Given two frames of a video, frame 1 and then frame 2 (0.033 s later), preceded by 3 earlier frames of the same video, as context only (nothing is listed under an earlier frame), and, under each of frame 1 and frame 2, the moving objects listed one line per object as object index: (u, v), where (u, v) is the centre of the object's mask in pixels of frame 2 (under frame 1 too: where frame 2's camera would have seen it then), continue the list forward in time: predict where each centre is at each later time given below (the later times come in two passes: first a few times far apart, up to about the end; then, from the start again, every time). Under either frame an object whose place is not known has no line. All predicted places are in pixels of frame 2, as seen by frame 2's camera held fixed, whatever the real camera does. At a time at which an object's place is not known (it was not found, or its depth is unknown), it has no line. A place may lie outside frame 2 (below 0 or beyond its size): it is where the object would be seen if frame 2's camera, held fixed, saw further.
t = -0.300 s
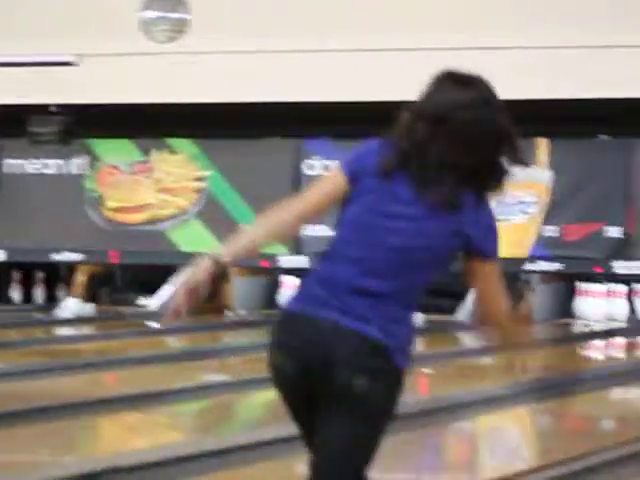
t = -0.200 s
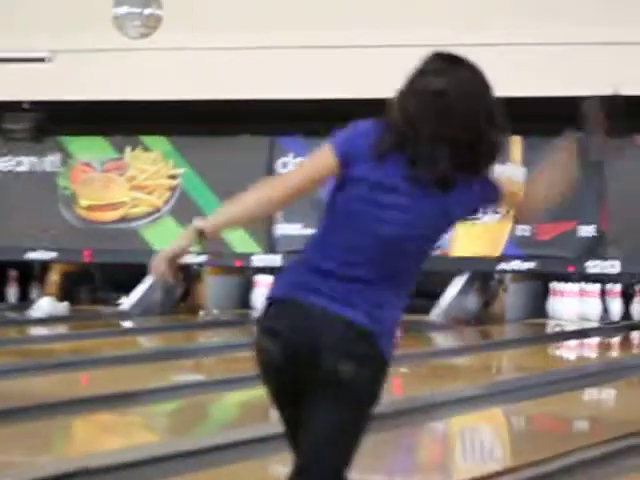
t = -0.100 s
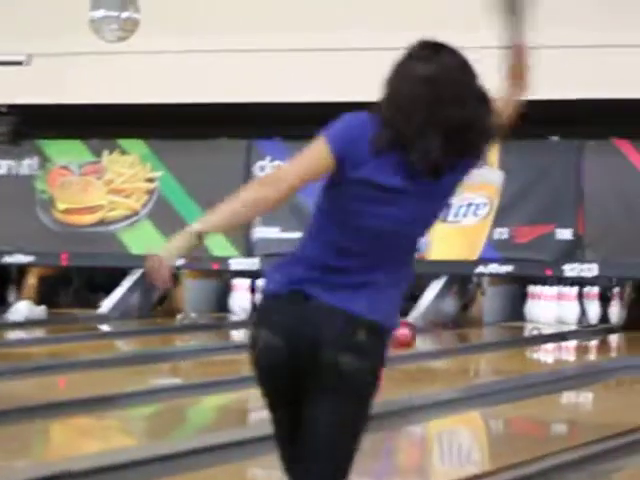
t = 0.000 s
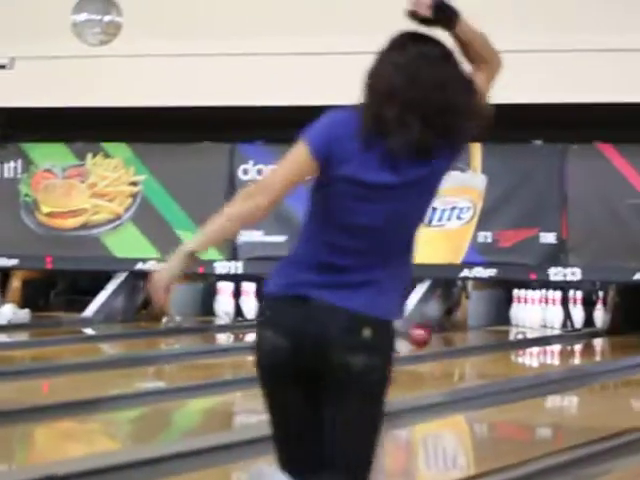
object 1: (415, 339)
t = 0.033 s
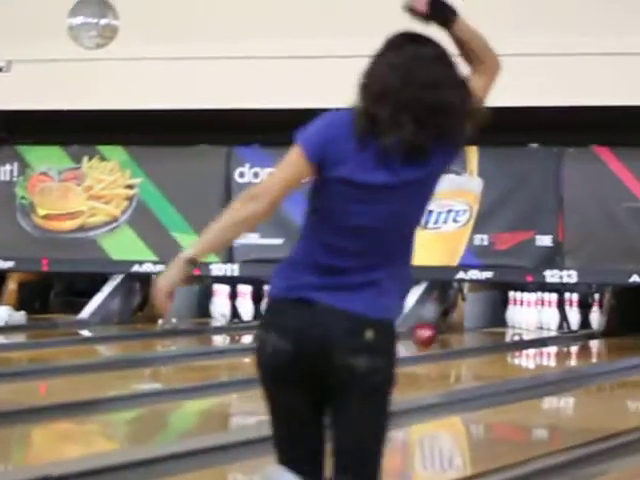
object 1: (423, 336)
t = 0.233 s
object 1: (475, 329)
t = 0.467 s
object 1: (526, 324)
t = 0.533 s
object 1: (539, 322)
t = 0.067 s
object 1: (432, 334)
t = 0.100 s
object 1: (439, 333)
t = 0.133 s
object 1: (446, 333)
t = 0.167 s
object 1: (458, 333)
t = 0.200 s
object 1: (466, 332)
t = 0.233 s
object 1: (475, 329)
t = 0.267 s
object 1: (482, 330)
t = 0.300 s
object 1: (490, 329)
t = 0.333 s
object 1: (496, 327)
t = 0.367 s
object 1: (503, 326)
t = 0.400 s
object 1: (511, 324)
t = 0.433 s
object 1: (519, 324)
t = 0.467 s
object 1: (526, 324)
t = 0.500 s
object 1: (532, 323)
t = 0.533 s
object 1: (539, 322)
